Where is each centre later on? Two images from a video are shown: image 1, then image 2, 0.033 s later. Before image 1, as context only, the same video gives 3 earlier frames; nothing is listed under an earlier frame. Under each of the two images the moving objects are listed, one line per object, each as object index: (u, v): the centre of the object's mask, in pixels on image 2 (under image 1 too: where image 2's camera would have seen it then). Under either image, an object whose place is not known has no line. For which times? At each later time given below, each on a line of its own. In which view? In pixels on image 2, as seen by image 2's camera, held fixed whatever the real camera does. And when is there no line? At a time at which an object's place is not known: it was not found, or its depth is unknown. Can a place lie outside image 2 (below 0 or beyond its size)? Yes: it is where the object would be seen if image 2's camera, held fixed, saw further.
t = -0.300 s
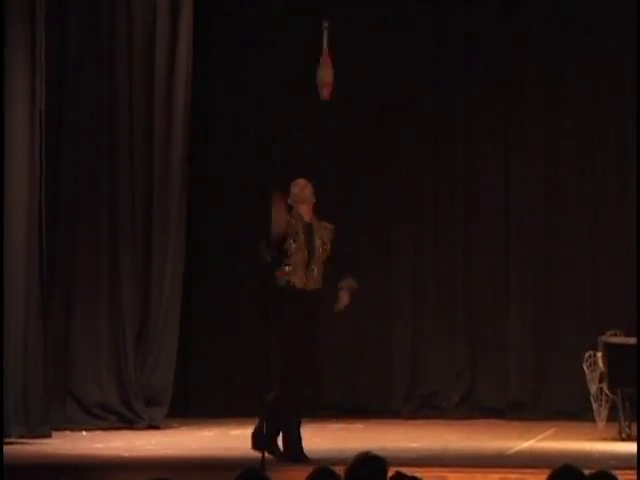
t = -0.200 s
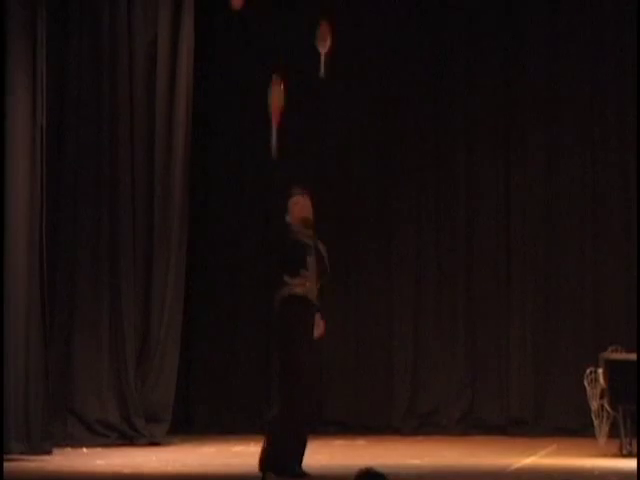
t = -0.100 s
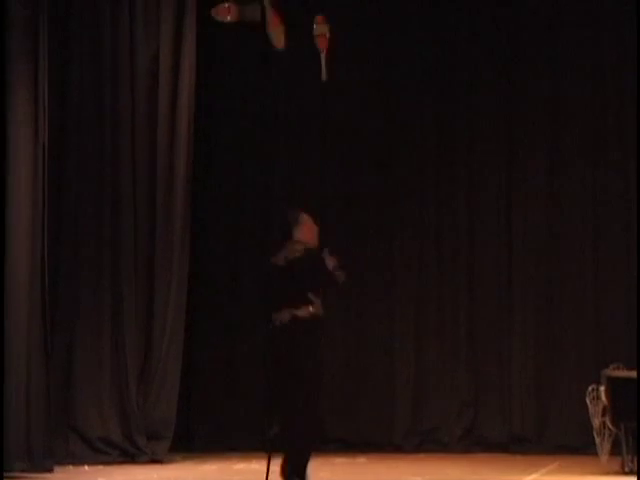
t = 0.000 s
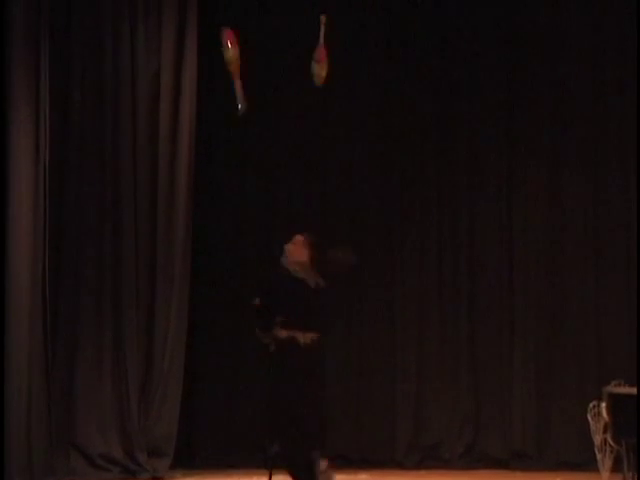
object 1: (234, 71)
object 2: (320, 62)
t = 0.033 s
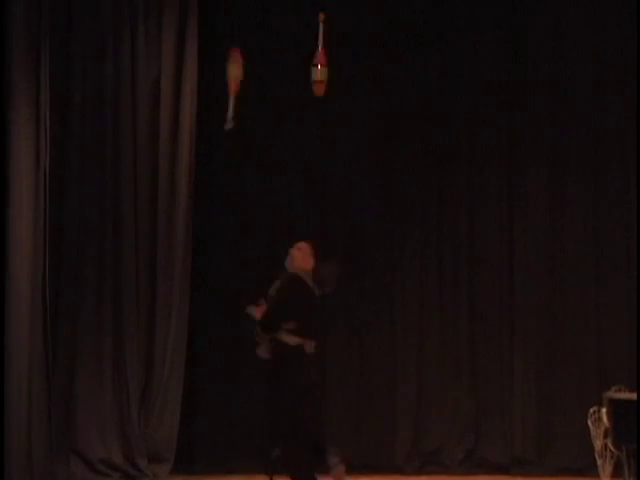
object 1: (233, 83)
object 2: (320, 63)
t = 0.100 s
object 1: (233, 116)
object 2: (318, 71)
